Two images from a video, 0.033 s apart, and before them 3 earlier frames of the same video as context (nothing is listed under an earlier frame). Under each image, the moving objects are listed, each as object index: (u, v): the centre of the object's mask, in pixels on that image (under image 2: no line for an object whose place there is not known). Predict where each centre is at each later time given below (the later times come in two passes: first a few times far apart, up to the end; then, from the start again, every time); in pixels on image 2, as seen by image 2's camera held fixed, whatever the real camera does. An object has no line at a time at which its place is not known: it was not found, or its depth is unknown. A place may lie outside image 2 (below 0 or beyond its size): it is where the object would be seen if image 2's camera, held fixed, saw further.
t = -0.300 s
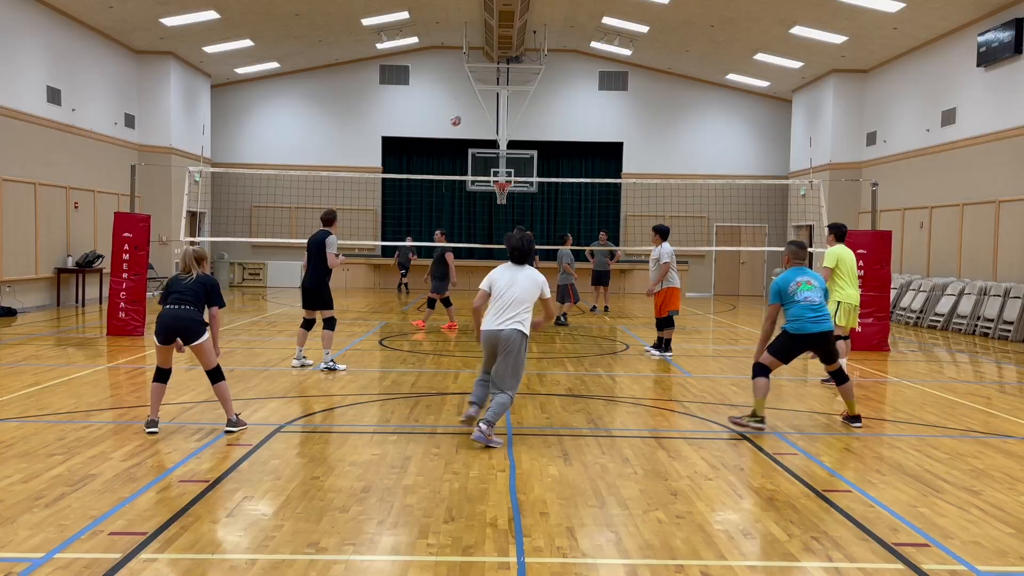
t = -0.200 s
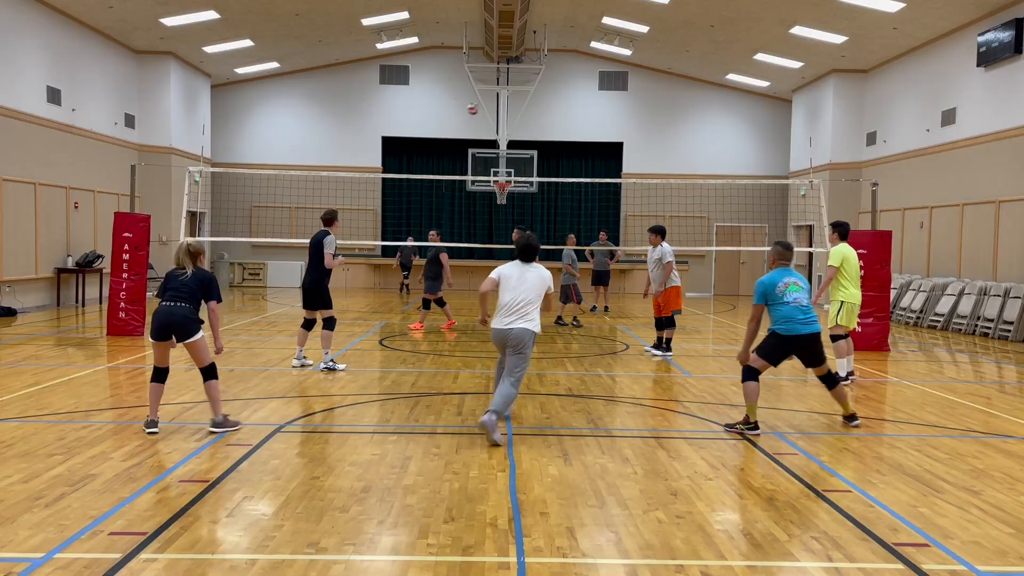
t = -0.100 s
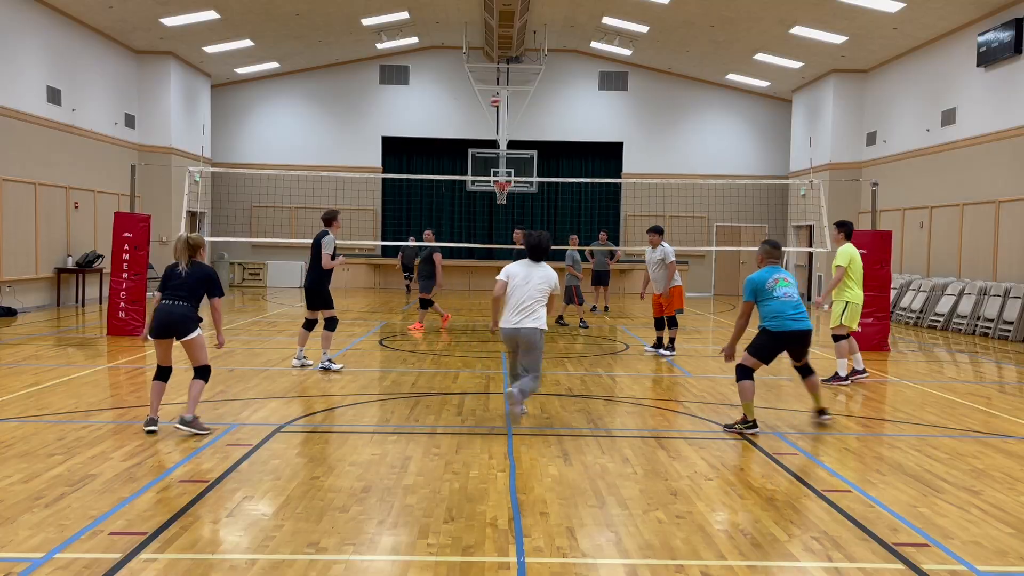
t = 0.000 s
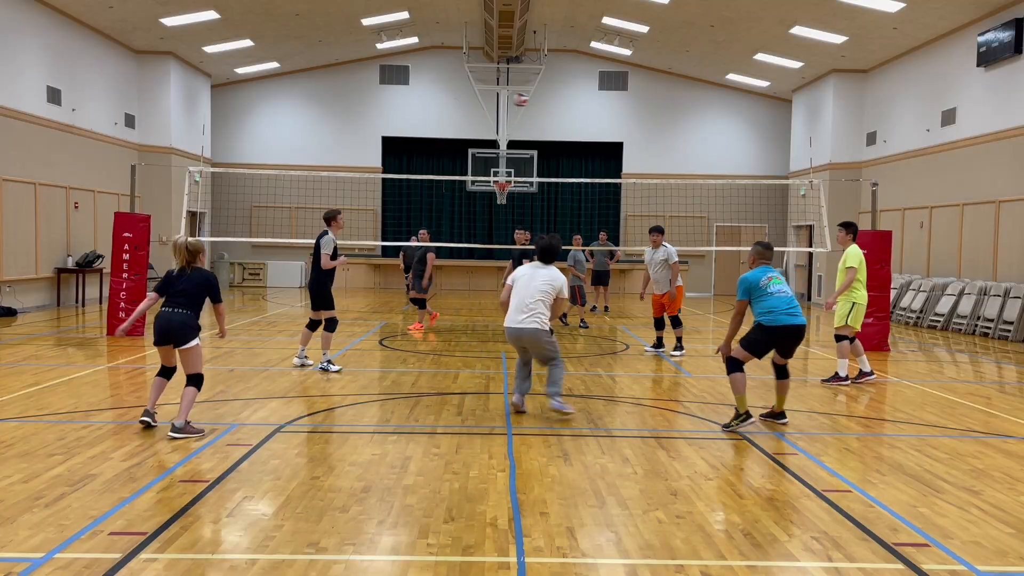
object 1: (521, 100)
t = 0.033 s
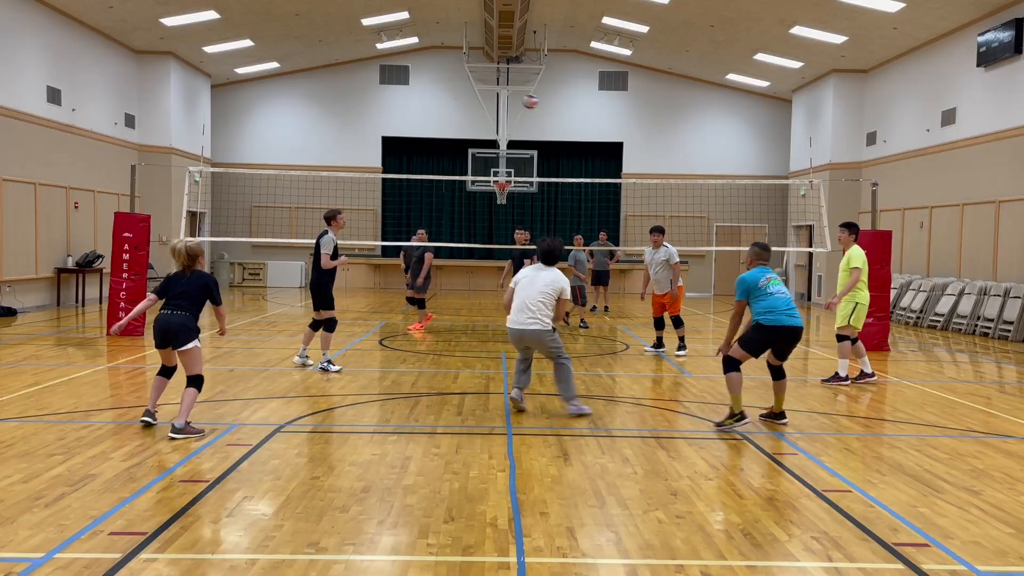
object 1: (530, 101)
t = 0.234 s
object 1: (599, 138)
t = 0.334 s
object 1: (643, 176)
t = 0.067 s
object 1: (540, 104)
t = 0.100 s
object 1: (551, 108)
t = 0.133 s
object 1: (562, 113)
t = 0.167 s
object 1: (573, 120)
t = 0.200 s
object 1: (585, 128)
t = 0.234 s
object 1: (599, 138)
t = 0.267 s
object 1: (612, 149)
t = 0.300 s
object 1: (626, 161)
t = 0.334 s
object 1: (643, 176)
